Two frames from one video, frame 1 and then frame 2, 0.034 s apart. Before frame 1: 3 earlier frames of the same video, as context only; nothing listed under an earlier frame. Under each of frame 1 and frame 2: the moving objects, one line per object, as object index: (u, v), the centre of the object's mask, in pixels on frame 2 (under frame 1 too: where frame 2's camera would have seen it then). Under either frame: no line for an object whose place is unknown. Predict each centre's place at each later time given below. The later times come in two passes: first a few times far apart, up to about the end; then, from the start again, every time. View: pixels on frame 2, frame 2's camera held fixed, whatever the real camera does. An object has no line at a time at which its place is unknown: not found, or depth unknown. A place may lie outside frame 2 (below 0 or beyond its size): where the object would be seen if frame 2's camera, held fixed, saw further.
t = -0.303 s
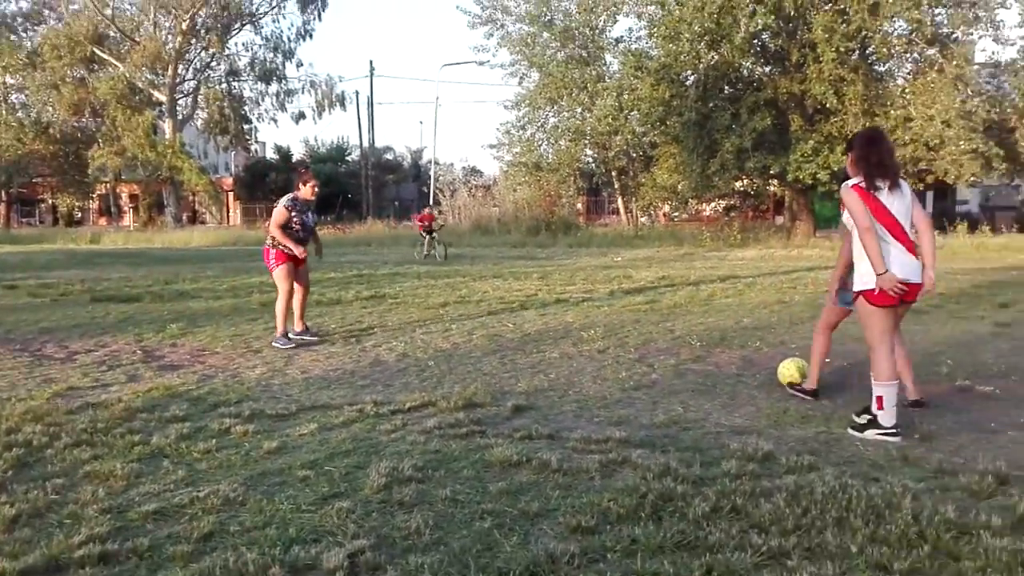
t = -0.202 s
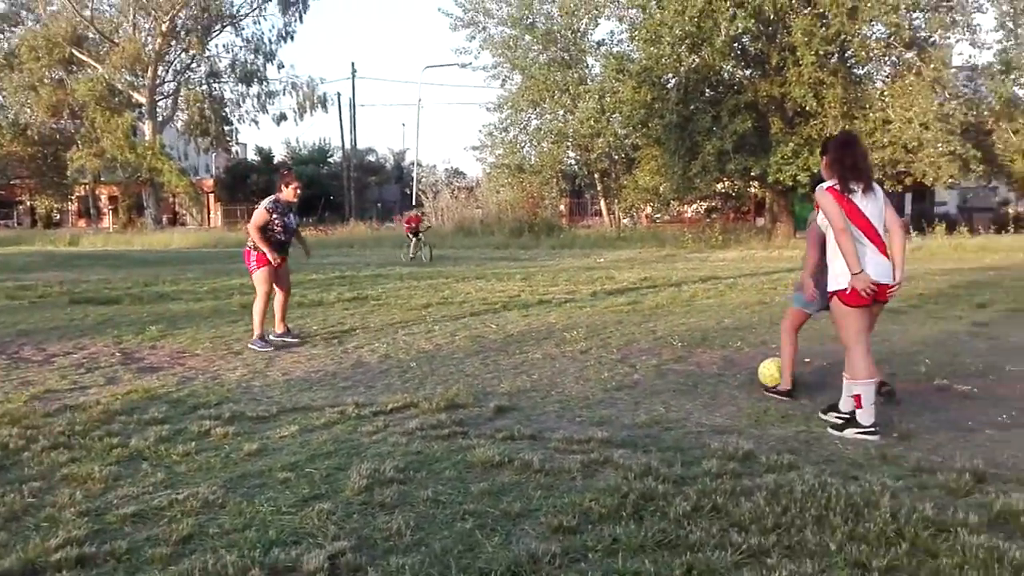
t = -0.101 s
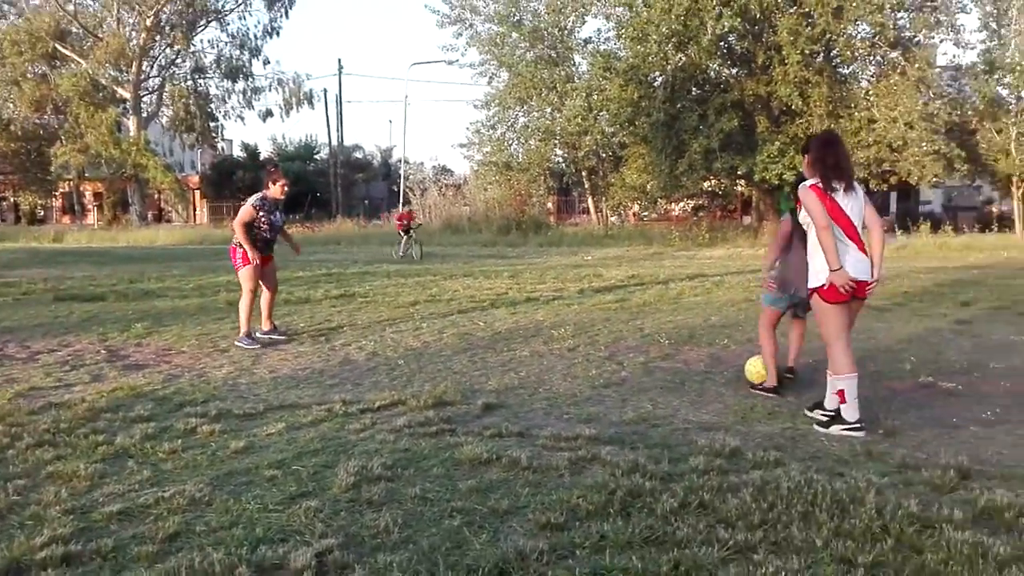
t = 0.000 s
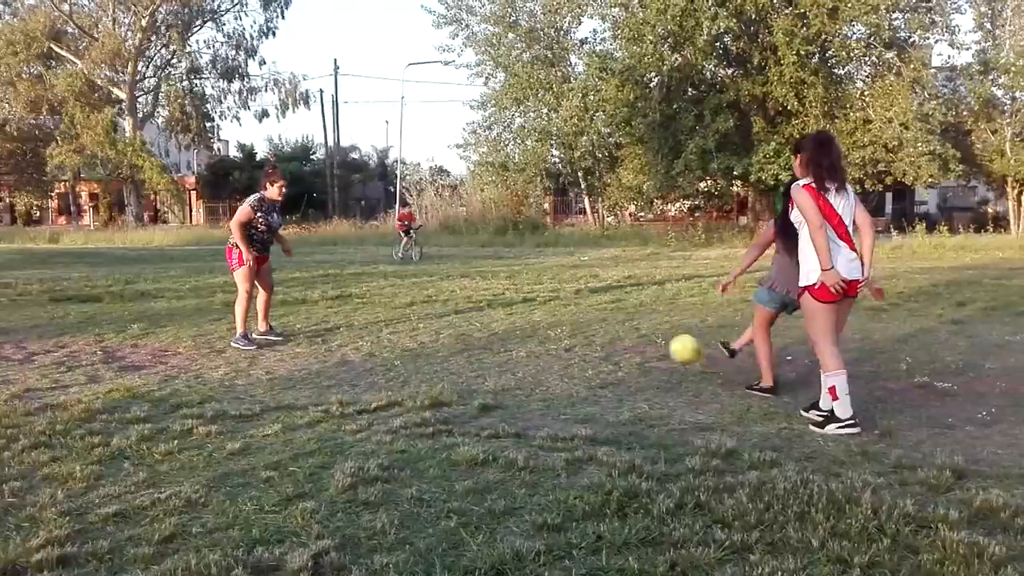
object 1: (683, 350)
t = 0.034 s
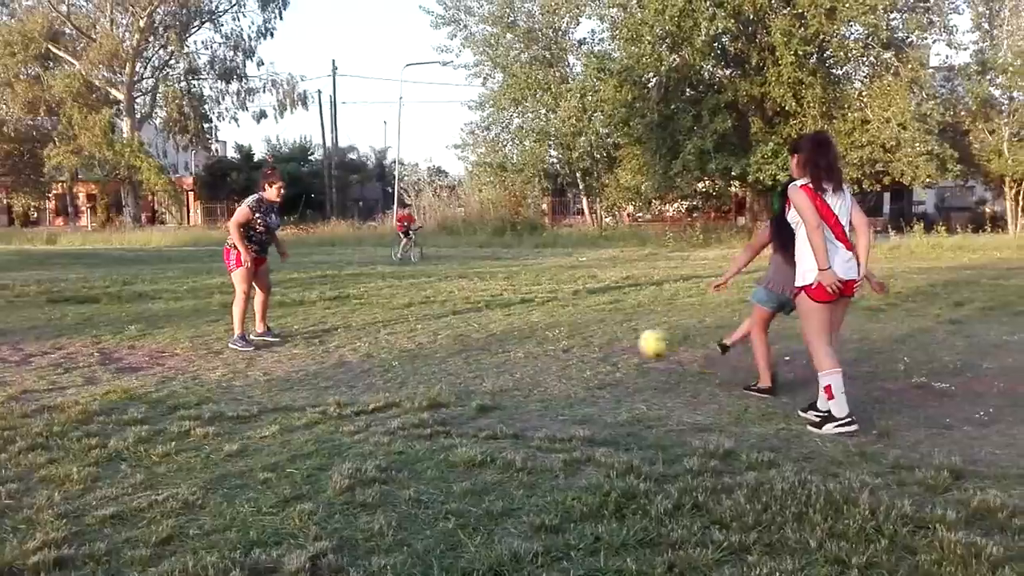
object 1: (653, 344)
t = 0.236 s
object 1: (496, 335)
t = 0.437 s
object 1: (388, 330)
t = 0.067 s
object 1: (625, 337)
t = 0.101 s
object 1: (596, 334)
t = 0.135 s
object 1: (569, 332)
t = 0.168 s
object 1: (544, 331)
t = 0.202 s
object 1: (520, 333)
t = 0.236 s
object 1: (496, 335)
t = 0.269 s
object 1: (473, 339)
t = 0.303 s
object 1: (451, 343)
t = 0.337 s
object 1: (433, 338)
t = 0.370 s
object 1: (418, 335)
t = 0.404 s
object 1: (402, 332)
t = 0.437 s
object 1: (388, 330)
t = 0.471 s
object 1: (374, 330)
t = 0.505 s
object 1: (362, 331)
